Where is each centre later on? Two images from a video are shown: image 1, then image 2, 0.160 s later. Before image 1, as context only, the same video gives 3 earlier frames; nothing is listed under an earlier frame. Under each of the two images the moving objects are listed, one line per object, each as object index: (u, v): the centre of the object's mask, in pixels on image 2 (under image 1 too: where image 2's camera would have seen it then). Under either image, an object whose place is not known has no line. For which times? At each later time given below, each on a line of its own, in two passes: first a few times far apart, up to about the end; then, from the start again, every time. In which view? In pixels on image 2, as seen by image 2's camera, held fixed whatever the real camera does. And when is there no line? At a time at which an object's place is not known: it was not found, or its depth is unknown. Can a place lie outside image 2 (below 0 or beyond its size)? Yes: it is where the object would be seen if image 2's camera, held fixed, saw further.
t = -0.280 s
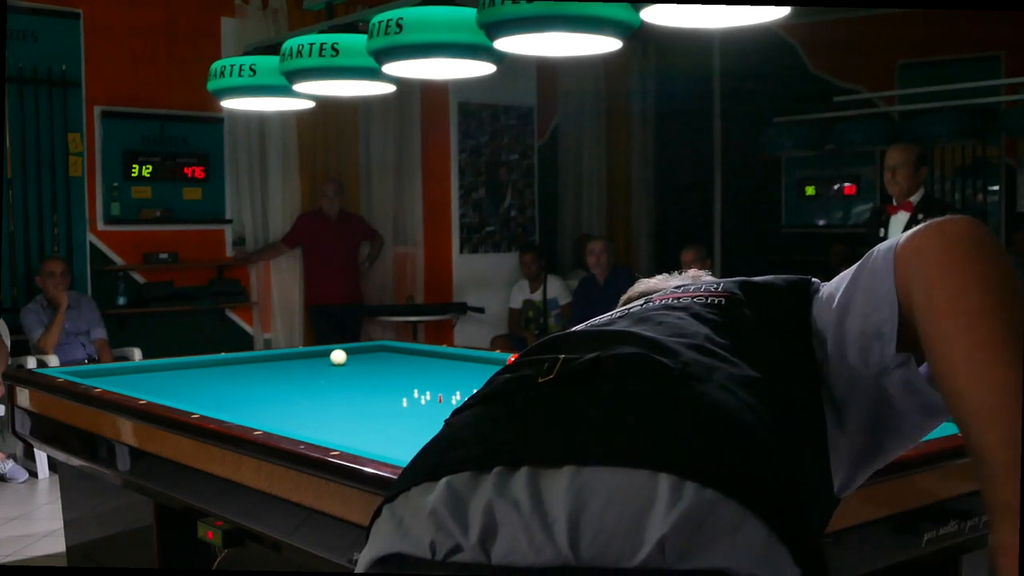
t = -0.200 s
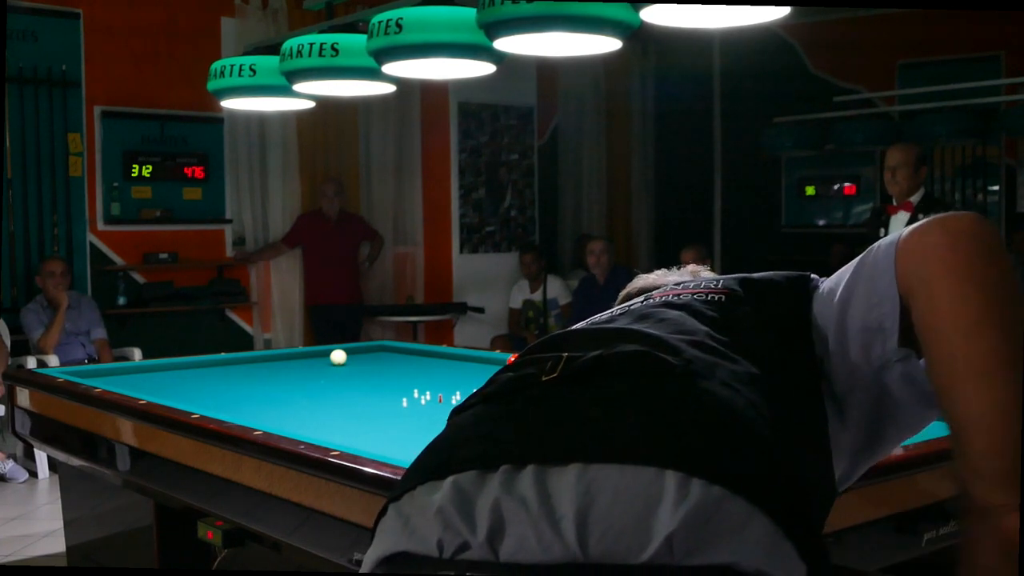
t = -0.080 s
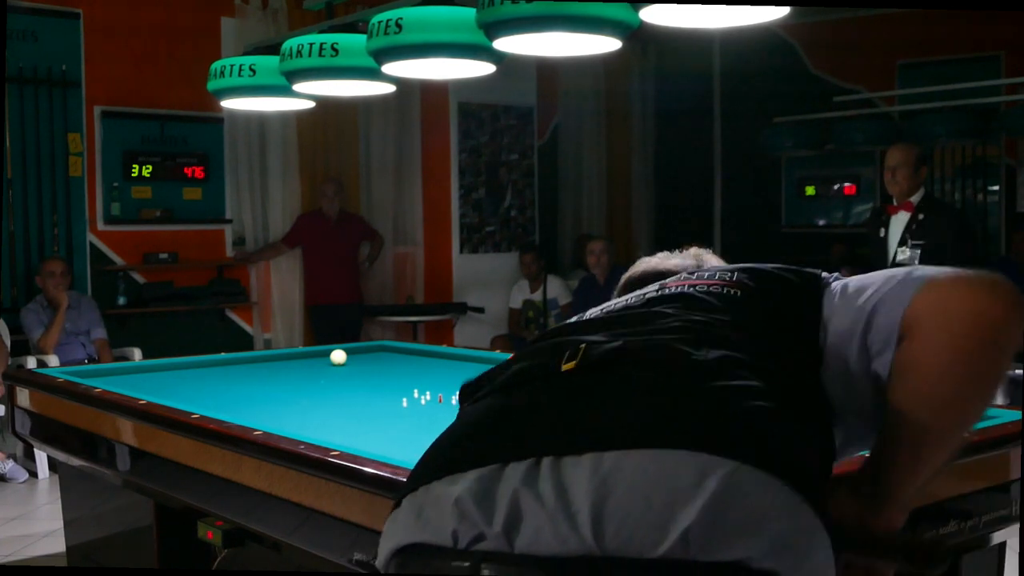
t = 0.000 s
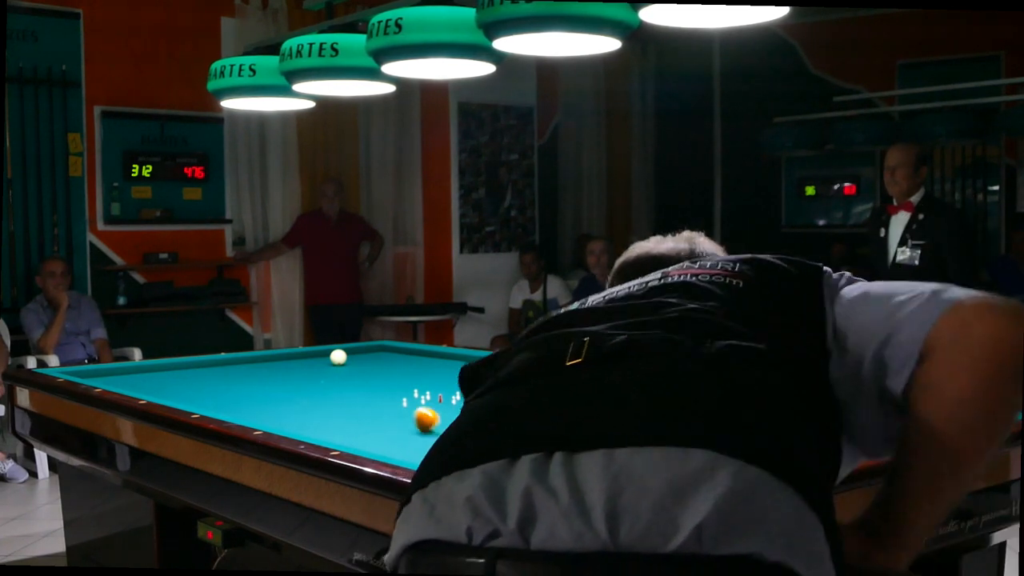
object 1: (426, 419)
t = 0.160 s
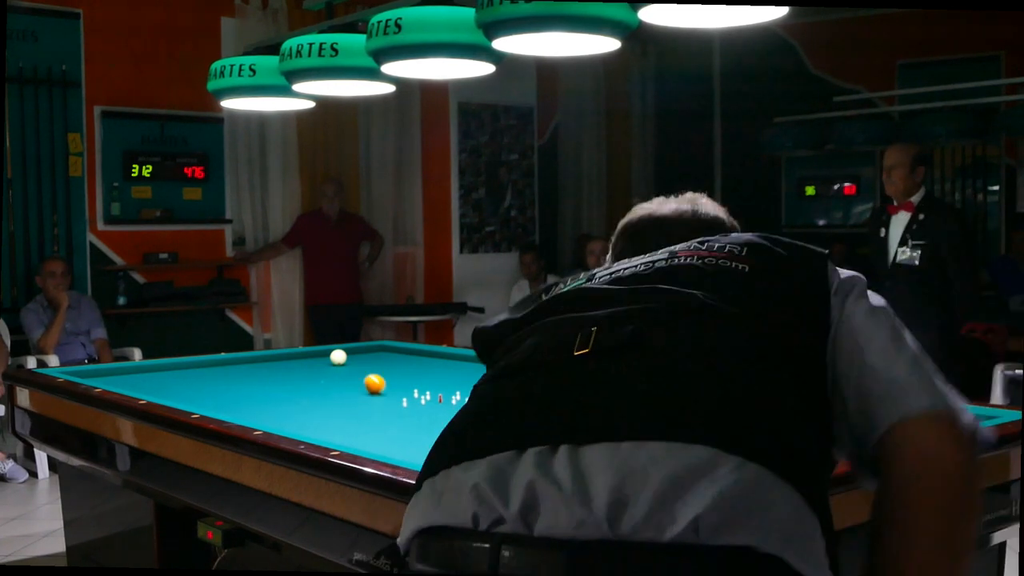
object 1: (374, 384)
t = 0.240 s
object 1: (356, 371)
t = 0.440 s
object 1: (319, 359)
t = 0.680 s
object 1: (283, 361)
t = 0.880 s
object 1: (259, 364)
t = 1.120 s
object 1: (230, 366)
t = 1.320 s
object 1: (206, 369)
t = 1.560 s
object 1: (175, 372)
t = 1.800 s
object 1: (145, 375)
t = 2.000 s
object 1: (119, 378)
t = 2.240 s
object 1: (94, 378)
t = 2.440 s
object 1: (113, 379)
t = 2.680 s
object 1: (134, 379)
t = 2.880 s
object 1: (150, 379)
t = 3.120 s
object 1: (168, 378)
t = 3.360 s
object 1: (186, 378)
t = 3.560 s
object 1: (200, 377)
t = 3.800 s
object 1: (216, 376)
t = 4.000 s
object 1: (229, 376)
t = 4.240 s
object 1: (243, 375)
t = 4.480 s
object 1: (257, 375)
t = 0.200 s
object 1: (365, 377)
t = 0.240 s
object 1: (356, 371)
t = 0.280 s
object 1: (349, 366)
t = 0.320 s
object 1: (342, 362)
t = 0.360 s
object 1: (333, 359)
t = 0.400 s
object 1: (326, 359)
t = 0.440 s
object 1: (319, 359)
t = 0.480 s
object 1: (312, 359)
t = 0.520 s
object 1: (306, 360)
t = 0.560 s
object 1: (300, 360)
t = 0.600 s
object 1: (294, 360)
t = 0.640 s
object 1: (288, 360)
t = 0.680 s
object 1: (283, 361)
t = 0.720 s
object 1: (278, 361)
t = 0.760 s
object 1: (273, 362)
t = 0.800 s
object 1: (269, 362)
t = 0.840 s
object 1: (264, 363)
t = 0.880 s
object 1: (259, 364)
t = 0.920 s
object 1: (254, 364)
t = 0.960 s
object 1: (250, 364)
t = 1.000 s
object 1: (245, 365)
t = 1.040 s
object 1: (240, 365)
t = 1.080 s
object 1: (235, 366)
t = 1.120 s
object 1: (230, 366)
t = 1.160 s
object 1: (225, 367)
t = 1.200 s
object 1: (220, 367)
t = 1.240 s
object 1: (216, 368)
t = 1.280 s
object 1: (211, 368)
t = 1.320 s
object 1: (206, 369)
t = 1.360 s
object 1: (200, 370)
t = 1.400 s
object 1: (196, 370)
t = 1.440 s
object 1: (190, 371)
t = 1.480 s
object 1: (185, 371)
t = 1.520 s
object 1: (180, 372)
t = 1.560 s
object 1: (175, 372)
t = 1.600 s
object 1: (170, 373)
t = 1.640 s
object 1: (165, 373)
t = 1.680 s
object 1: (160, 374)
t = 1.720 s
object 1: (155, 374)
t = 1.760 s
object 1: (150, 375)
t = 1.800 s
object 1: (145, 375)
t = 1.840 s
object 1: (140, 376)
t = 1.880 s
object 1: (134, 376)
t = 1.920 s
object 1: (129, 377)
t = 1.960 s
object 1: (124, 377)
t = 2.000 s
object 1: (119, 378)
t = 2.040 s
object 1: (114, 378)
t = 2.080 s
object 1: (109, 378)
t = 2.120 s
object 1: (104, 378)
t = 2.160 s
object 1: (99, 378)
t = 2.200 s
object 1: (94, 378)
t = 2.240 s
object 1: (94, 378)
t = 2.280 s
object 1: (99, 378)
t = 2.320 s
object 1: (103, 378)
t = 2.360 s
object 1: (106, 379)
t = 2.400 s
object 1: (110, 379)
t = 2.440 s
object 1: (113, 379)
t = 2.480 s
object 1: (117, 379)
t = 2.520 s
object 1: (120, 379)
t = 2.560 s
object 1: (124, 379)
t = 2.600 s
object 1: (127, 380)
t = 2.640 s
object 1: (130, 380)
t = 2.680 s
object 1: (134, 379)
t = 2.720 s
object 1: (137, 379)
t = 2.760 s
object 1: (140, 379)
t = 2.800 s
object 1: (143, 379)
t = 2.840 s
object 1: (147, 379)
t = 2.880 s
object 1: (150, 379)
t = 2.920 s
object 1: (153, 379)
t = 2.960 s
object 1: (156, 379)
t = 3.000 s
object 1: (159, 378)
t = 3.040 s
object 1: (162, 378)
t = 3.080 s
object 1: (165, 378)
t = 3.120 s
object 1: (168, 378)
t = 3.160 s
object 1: (171, 378)
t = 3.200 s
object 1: (174, 378)
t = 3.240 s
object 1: (177, 378)
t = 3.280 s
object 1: (180, 378)
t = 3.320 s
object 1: (183, 378)
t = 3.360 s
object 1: (186, 378)
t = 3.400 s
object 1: (189, 377)
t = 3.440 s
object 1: (192, 377)
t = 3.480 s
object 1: (194, 377)
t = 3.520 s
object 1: (197, 377)
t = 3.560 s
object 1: (200, 377)
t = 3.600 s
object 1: (203, 377)
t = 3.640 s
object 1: (205, 377)
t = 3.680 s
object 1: (208, 377)
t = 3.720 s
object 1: (211, 377)
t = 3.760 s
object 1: (214, 376)
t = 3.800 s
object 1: (216, 376)
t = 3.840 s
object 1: (219, 376)
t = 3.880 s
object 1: (221, 376)
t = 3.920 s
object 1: (224, 376)
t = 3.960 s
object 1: (226, 376)
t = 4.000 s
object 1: (229, 376)
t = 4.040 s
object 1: (231, 376)
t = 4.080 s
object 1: (234, 376)
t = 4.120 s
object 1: (236, 375)
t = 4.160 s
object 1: (239, 375)
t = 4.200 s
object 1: (241, 375)
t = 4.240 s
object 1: (243, 375)
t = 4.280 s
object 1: (246, 375)
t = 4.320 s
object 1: (248, 375)
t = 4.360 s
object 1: (251, 375)
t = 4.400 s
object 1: (253, 375)
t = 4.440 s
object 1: (255, 375)
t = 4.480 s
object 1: (257, 375)
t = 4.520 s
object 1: (260, 375)
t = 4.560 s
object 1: (262, 375)
